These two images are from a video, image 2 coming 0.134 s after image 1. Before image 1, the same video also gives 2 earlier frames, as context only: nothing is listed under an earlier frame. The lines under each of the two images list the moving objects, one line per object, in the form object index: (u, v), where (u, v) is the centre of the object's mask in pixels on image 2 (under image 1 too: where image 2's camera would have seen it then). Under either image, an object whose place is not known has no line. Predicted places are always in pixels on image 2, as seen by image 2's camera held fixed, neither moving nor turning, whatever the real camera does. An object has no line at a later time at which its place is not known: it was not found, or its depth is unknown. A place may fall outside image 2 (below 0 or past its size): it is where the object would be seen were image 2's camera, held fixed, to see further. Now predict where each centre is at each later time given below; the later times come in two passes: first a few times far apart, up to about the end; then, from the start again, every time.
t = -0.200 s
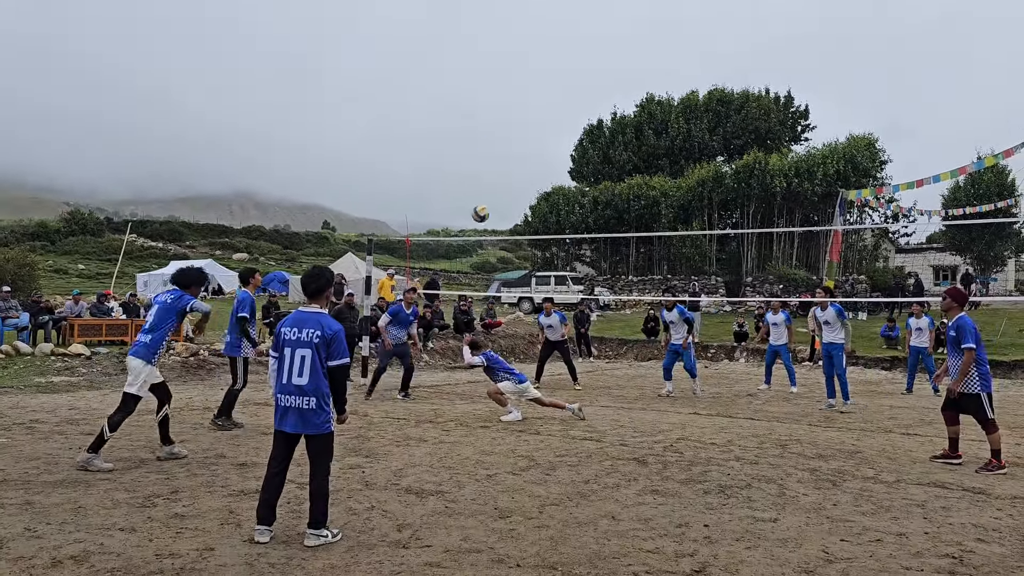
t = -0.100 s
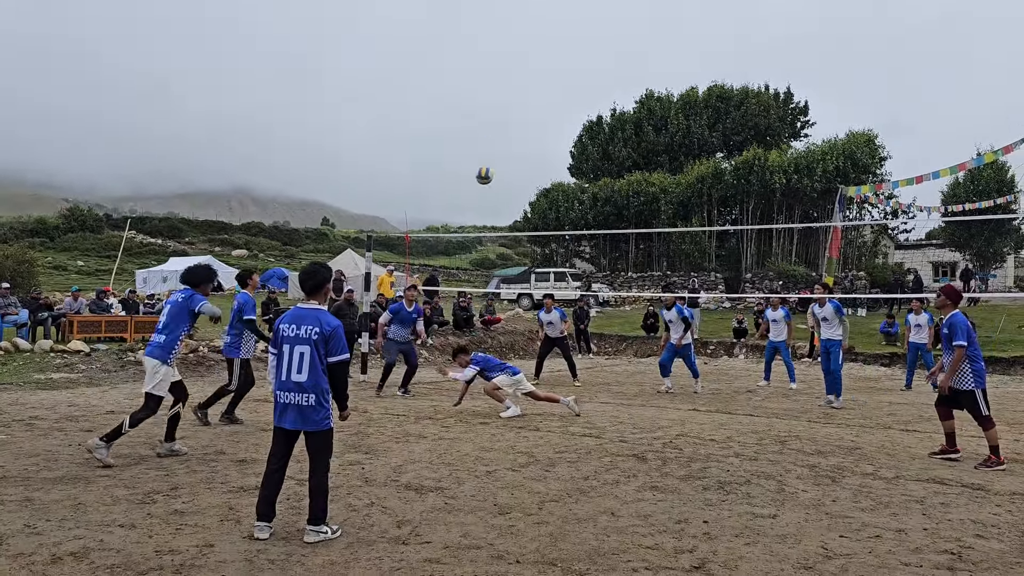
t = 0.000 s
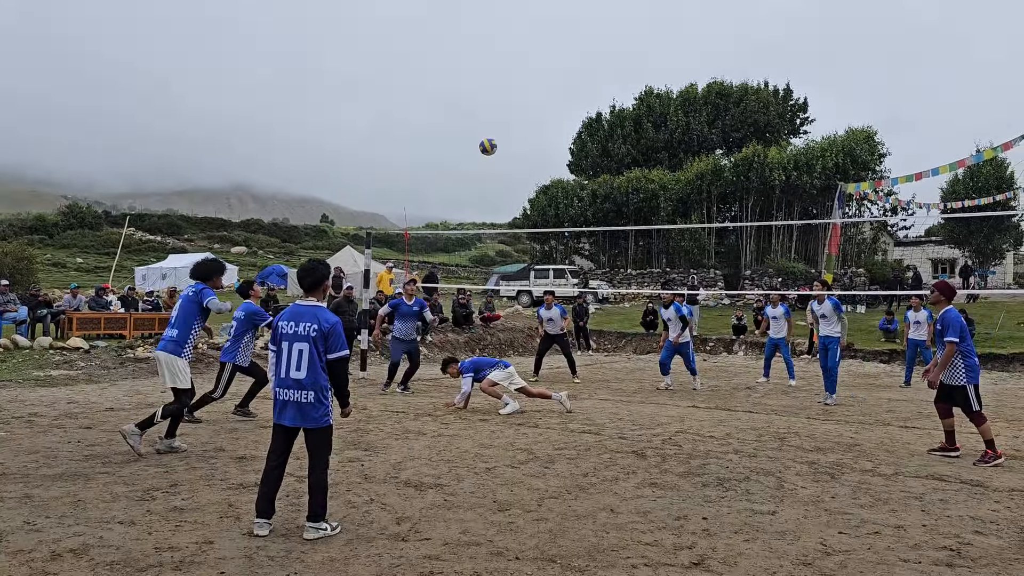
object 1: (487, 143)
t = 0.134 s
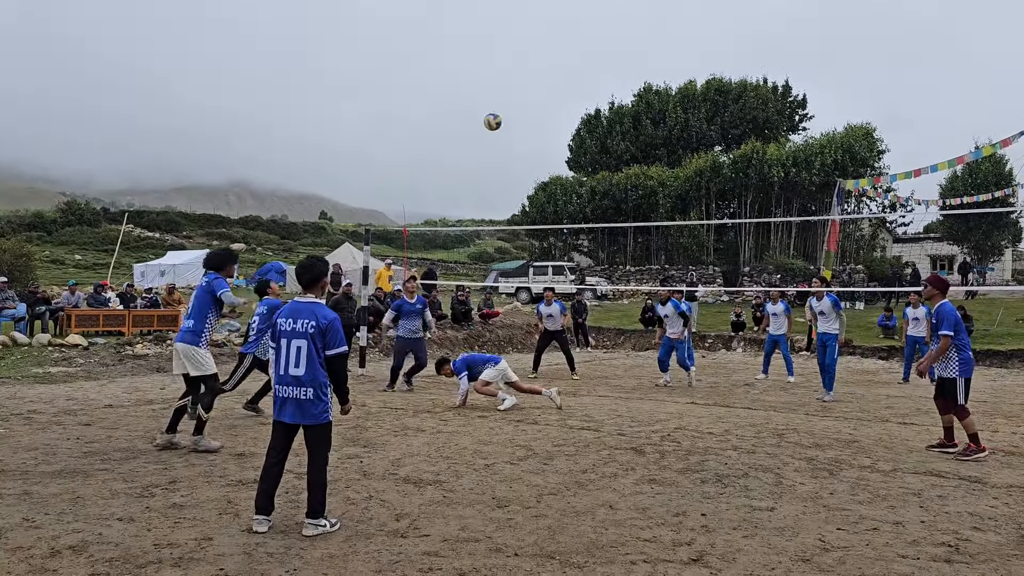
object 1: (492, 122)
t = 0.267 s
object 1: (498, 115)
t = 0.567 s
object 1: (508, 154)
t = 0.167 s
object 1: (494, 119)
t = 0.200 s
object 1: (495, 117)
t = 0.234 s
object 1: (497, 116)
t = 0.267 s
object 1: (498, 115)
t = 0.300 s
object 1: (499, 116)
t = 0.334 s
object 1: (500, 117)
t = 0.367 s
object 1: (501, 120)
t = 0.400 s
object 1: (503, 123)
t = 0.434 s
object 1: (504, 128)
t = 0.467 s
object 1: (505, 133)
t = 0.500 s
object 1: (506, 139)
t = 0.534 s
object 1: (507, 145)
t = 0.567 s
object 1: (508, 154)
